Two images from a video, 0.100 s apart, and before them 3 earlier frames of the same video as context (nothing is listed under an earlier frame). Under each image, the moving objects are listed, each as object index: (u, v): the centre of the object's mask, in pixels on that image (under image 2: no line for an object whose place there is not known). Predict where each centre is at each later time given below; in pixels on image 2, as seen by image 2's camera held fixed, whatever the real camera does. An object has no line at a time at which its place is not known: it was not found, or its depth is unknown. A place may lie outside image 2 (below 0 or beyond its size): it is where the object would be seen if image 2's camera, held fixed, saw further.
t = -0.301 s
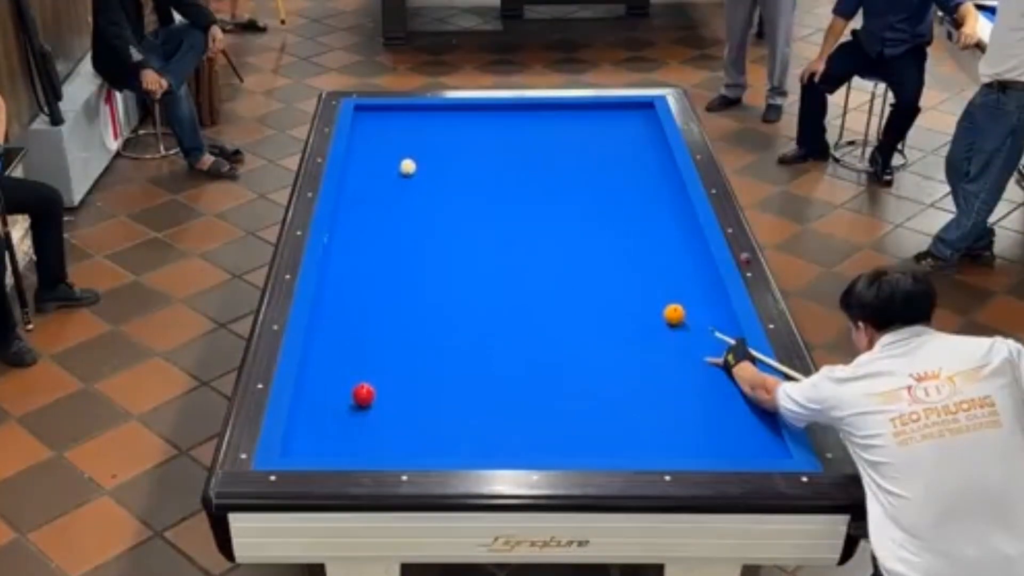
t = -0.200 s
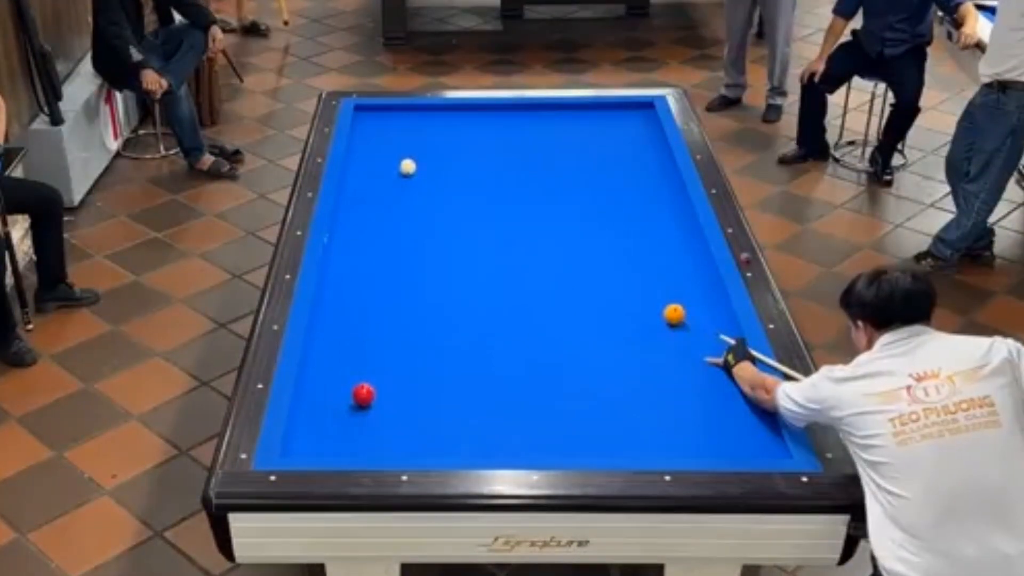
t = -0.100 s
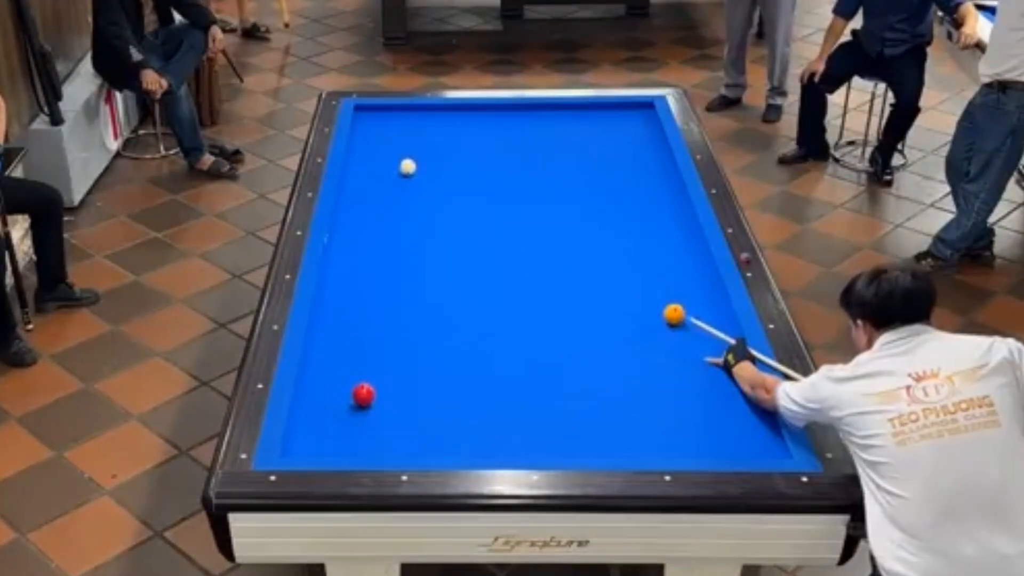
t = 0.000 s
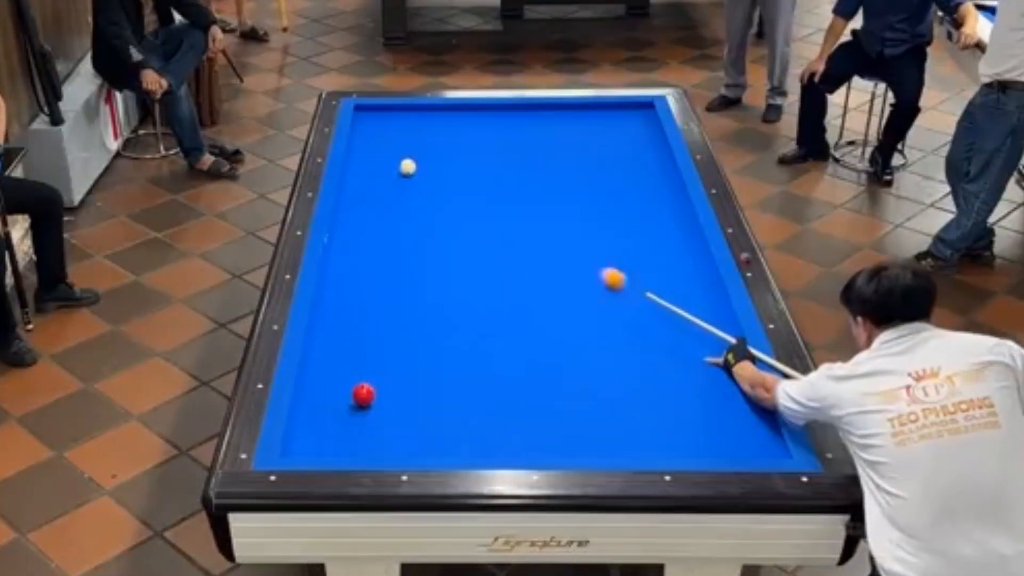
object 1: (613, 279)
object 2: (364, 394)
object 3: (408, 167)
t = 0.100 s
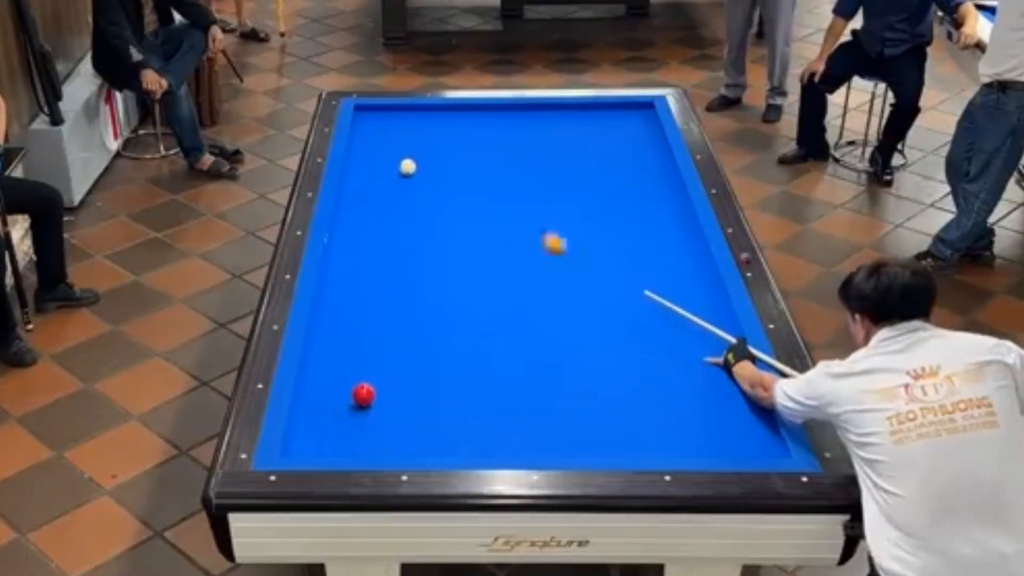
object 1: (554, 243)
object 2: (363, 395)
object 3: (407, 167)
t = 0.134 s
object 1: (536, 233)
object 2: (363, 395)
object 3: (408, 167)
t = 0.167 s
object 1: (517, 222)
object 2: (363, 395)
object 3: (408, 167)
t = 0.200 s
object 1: (502, 214)
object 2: (363, 395)
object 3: (407, 167)
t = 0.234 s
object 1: (485, 203)
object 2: (363, 395)
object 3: (407, 167)
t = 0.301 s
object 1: (454, 185)
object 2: (363, 395)
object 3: (407, 167)
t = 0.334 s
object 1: (438, 175)
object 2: (364, 394)
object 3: (407, 167)
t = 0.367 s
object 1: (425, 168)
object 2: (364, 394)
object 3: (407, 167)
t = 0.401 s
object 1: (426, 160)
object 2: (363, 395)
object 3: (393, 165)
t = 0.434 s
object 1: (427, 154)
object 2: (364, 394)
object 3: (377, 164)
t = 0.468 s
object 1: (428, 147)
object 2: (364, 394)
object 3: (363, 163)
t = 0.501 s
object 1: (429, 140)
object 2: (363, 395)
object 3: (350, 163)
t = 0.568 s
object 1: (428, 127)
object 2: (364, 394)
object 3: (368, 162)
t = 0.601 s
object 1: (427, 121)
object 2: (363, 395)
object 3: (378, 161)
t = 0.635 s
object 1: (425, 114)
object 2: (363, 394)
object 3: (387, 161)
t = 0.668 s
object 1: (424, 110)
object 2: (363, 395)
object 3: (395, 160)
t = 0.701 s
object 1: (422, 111)
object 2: (363, 395)
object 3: (403, 159)
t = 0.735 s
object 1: (420, 115)
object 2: (363, 394)
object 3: (411, 159)
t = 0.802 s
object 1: (417, 125)
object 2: (363, 395)
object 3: (427, 157)
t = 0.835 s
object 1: (416, 130)
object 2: (364, 394)
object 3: (435, 157)
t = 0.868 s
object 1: (414, 134)
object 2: (363, 395)
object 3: (443, 156)
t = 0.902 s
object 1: (412, 138)
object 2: (364, 394)
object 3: (451, 155)
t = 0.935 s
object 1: (409, 143)
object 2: (363, 394)
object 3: (459, 155)
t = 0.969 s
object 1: (408, 147)
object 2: (363, 394)
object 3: (467, 154)
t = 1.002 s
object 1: (406, 151)
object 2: (363, 394)
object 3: (474, 153)
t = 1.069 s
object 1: (403, 158)
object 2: (363, 394)
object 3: (490, 152)
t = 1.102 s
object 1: (401, 163)
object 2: (363, 394)
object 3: (498, 152)
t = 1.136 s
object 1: (399, 167)
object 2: (363, 394)
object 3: (506, 151)
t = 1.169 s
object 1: (397, 171)
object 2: (363, 394)
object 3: (513, 150)
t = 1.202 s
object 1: (396, 175)
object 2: (364, 394)
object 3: (521, 150)
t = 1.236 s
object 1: (393, 179)
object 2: (364, 394)
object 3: (529, 149)
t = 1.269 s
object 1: (391, 183)
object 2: (363, 394)
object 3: (537, 149)
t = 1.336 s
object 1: (387, 192)
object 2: (364, 394)
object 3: (551, 147)
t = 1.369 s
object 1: (385, 197)
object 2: (363, 394)
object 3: (559, 147)
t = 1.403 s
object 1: (382, 201)
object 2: (364, 394)
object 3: (567, 147)
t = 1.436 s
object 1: (381, 205)
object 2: (363, 394)
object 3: (574, 146)
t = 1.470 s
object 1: (379, 210)
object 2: (363, 394)
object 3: (581, 145)
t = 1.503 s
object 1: (376, 215)
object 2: (363, 395)
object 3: (589, 144)
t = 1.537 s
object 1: (374, 219)
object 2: (363, 394)
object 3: (597, 143)
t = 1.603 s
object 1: (370, 229)
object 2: (363, 394)
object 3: (612, 142)
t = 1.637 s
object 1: (367, 234)
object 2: (363, 394)
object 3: (619, 142)
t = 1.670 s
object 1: (365, 239)
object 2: (363, 394)
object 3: (626, 141)
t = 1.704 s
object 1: (362, 244)
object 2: (363, 395)
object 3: (633, 141)
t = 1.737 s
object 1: (360, 249)
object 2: (363, 394)
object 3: (641, 140)
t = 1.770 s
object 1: (357, 254)
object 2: (363, 395)
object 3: (648, 140)
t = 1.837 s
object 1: (352, 265)
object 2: (363, 395)
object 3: (657, 138)
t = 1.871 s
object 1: (350, 270)
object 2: (363, 395)
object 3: (652, 138)
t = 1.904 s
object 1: (347, 276)
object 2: (363, 394)
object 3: (646, 138)
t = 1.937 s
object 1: (344, 282)
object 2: (363, 394)
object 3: (641, 138)
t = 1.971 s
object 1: (341, 287)
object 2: (363, 395)
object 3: (637, 138)
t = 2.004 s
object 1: (338, 293)
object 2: (363, 394)
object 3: (633, 138)
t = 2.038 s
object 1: (336, 299)
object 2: (363, 394)
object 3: (629, 138)
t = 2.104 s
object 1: (330, 311)
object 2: (363, 394)
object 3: (621, 138)
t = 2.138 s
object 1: (326, 317)
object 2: (363, 394)
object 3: (618, 138)
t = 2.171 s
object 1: (324, 323)
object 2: (363, 394)
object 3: (613, 138)
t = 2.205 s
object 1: (321, 329)
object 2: (363, 394)
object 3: (609, 137)
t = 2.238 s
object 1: (318, 336)
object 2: (363, 394)
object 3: (605, 137)
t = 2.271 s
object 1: (314, 343)
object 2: (363, 394)
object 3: (602, 137)
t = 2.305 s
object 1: (312, 349)
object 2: (363, 394)
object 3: (598, 137)
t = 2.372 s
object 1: (312, 362)
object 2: (363, 394)
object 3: (590, 137)
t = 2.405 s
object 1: (312, 368)
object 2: (363, 394)
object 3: (586, 137)
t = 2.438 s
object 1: (312, 375)
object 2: (363, 394)
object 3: (582, 137)
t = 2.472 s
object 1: (312, 382)
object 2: (363, 395)
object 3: (578, 137)
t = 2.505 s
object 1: (312, 388)
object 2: (363, 394)
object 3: (574, 137)
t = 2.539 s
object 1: (312, 395)
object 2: (363, 394)
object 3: (571, 136)
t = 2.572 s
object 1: (312, 402)
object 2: (363, 394)
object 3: (567, 136)
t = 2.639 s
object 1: (311, 417)
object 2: (363, 394)
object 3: (559, 136)
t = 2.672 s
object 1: (311, 424)
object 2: (363, 394)
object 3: (556, 136)
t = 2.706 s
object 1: (311, 432)
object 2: (363, 394)
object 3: (552, 136)
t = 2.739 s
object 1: (311, 439)
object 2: (363, 394)
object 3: (548, 136)
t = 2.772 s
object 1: (311, 445)
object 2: (363, 394)
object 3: (545, 136)
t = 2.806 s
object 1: (311, 450)
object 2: (363, 394)
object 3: (541, 135)
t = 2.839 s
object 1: (314, 446)
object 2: (363, 394)
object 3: (537, 135)
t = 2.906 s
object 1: (320, 438)
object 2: (363, 394)
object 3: (530, 135)
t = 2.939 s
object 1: (323, 433)
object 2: (363, 394)
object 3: (527, 135)
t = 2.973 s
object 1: (325, 429)
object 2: (363, 394)
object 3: (523, 135)
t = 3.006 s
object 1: (328, 425)
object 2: (363, 394)
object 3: (520, 135)
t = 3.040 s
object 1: (331, 421)
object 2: (363, 394)
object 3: (516, 135)
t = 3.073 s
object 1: (333, 417)
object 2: (363, 394)
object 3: (512, 134)
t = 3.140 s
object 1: (338, 409)
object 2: (364, 394)
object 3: (506, 134)
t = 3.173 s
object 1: (341, 405)
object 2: (364, 395)
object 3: (502, 134)
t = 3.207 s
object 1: (342, 402)
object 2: (365, 394)
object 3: (499, 134)
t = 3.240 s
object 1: (341, 400)
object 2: (369, 393)
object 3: (496, 134)
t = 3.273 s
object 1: (339, 397)
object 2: (371, 391)
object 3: (492, 133)
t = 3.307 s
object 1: (339, 395)
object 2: (374, 390)
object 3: (489, 133)
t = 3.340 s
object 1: (338, 392)
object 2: (377, 389)
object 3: (485, 133)
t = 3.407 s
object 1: (336, 388)
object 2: (382, 387)
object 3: (479, 133)
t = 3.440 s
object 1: (335, 385)
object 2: (384, 385)
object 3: (475, 133)
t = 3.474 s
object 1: (334, 383)
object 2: (387, 385)
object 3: (472, 133)
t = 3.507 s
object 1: (333, 381)
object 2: (390, 384)
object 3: (468, 133)
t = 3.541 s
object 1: (332, 379)
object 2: (392, 383)
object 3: (465, 133)
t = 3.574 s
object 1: (331, 376)
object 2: (395, 382)
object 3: (462, 132)
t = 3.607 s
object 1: (330, 374)
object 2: (397, 381)
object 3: (459, 132)
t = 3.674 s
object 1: (329, 370)
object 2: (402, 380)
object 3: (452, 132)
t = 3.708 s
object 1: (327, 368)
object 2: (405, 379)
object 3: (449, 132)
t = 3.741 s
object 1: (326, 366)
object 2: (406, 378)
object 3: (446, 132)
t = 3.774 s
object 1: (326, 364)
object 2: (409, 377)
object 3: (442, 132)
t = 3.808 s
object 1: (324, 362)
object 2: (412, 376)
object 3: (440, 131)
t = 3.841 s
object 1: (324, 360)
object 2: (414, 376)
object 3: (437, 132)
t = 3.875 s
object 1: (323, 358)
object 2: (416, 375)
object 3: (433, 131)
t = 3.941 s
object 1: (322, 354)
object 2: (421, 373)
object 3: (427, 131)
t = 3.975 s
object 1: (321, 352)
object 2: (423, 372)
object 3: (424, 131)
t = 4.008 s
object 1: (320, 350)
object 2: (425, 371)
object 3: (421, 131)
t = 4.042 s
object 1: (319, 348)
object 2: (428, 370)
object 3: (418, 131)
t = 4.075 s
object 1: (318, 346)
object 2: (430, 369)
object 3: (415, 131)
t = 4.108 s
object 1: (318, 344)
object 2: (432, 369)
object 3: (412, 131)
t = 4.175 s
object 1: (316, 340)
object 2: (436, 367)
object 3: (406, 131)
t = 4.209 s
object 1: (315, 338)
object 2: (438, 366)
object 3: (403, 131)
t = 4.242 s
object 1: (315, 337)
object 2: (440, 365)
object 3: (400, 130)
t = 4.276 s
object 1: (315, 335)
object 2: (442, 364)
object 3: (397, 130)
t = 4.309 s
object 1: (316, 333)
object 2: (444, 363)
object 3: (394, 130)
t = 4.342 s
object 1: (317, 332)
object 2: (447, 362)
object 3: (391, 130)
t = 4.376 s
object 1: (318, 330)
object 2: (448, 362)
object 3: (388, 130)
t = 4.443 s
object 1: (320, 327)
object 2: (452, 361)
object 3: (383, 130)
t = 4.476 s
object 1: (320, 326)
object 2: (454, 360)
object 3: (380, 130)
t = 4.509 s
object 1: (322, 324)
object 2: (456, 359)
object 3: (377, 130)
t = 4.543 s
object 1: (323, 323)
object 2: (459, 359)
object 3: (374, 129)
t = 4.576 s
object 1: (323, 321)
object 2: (461, 358)
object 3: (371, 129)
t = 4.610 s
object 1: (324, 320)
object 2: (462, 357)
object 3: (369, 129)
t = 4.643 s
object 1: (325, 319)
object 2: (464, 357)
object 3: (366, 129)
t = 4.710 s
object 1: (327, 316)
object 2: (468, 355)
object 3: (360, 129)
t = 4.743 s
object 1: (328, 314)
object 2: (470, 355)
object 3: (357, 129)
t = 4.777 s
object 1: (329, 313)
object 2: (472, 354)
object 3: (357, 129)
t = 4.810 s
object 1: (329, 312)
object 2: (473, 353)
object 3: (359, 129)
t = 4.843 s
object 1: (330, 310)
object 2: (475, 352)
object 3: (361, 129)
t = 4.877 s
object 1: (331, 309)
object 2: (477, 352)
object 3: (362, 129)
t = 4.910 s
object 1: (332, 308)
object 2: (479, 351)
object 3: (364, 129)
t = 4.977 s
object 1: (334, 305)
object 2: (482, 349)
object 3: (367, 129)
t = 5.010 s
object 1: (334, 304)
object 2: (484, 349)
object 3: (369, 129)
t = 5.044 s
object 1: (335, 303)
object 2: (485, 348)
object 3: (370, 129)
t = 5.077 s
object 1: (336, 301)
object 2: (487, 348)
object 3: (371, 129)
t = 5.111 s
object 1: (336, 300)
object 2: (489, 347)
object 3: (373, 129)
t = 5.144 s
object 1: (337, 299)
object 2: (490, 347)
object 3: (374, 128)
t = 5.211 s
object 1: (339, 296)
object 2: (493, 346)
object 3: (377, 128)
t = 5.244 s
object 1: (340, 295)
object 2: (495, 345)
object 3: (379, 128)
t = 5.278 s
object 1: (341, 294)
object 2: (497, 345)
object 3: (380, 128)
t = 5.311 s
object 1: (341, 293)
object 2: (498, 344)
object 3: (382, 128)
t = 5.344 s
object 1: (342, 292)
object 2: (500, 343)
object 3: (383, 128)
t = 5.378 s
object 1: (343, 291)
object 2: (501, 343)
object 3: (384, 128)
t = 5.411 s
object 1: (343, 290)
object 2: (503, 342)
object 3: (385, 128)
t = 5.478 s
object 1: (345, 287)
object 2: (506, 341)
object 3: (388, 128)
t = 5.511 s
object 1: (346, 286)
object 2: (507, 340)
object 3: (390, 128)
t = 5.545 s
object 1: (346, 285)
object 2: (509, 340)
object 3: (391, 128)
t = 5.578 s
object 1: (347, 284)
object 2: (510, 339)
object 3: (392, 128)
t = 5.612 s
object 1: (347, 283)
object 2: (512, 339)
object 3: (393, 128)
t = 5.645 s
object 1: (348, 282)
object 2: (513, 338)
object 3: (395, 127)
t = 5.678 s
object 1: (349, 281)
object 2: (515, 338)
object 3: (396, 127)
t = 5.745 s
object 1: (350, 279)
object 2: (517, 336)
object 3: (399, 127)
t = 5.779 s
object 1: (351, 278)
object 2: (519, 336)
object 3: (400, 127)
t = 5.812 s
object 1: (351, 277)
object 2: (520, 336)
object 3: (401, 127)
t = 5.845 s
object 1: (352, 276)
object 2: (521, 335)
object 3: (402, 127)
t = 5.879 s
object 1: (353, 275)
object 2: (522, 335)
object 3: (404, 127)
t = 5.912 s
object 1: (353, 274)
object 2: (523, 335)
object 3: (405, 127)
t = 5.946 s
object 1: (354, 273)
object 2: (525, 334)
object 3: (406, 127)
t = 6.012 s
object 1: (355, 271)
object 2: (527, 334)
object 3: (408, 127)
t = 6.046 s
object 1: (355, 270)
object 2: (528, 333)
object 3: (409, 127)
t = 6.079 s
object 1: (356, 269)
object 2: (529, 332)
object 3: (410, 127)
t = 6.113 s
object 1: (357, 268)
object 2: (531, 332)
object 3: (411, 127)
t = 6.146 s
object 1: (357, 267)
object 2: (532, 331)
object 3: (413, 127)
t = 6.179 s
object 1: (358, 267)
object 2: (533, 331)
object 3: (414, 127)
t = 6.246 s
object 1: (359, 265)
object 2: (535, 330)
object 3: (416, 127)
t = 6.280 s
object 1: (360, 264)
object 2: (536, 329)
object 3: (417, 127)
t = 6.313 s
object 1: (360, 263)
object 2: (537, 329)
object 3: (417, 127)
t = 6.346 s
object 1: (360, 262)
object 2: (539, 329)
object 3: (419, 127)
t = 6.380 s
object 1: (361, 261)
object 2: (540, 328)
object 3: (420, 127)
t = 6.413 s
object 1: (362, 261)
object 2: (541, 328)
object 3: (421, 127)
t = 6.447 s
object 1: (362, 260)
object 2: (542, 328)
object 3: (422, 127)
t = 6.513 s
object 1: (363, 258)
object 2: (544, 327)
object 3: (424, 126)
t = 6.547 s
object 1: (364, 257)
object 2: (545, 327)
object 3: (425, 126)
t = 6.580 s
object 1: (364, 256)
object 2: (546, 326)
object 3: (426, 126)
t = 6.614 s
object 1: (364, 256)
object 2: (547, 326)
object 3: (427, 126)
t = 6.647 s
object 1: (365, 255)
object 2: (548, 325)
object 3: (427, 126)
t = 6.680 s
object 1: (365, 255)
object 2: (549, 325)
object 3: (429, 126)
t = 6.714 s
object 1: (366, 254)
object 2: (549, 325)
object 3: (429, 126)
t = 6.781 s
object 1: (367, 252)
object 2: (551, 324)
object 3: (431, 126)
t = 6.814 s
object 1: (367, 252)
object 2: (552, 324)
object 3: (432, 126)
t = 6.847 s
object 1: (368, 251)
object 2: (553, 324)
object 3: (433, 126)
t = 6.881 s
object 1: (368, 250)
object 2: (553, 323)
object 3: (434, 126)
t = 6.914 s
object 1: (369, 250)
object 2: (554, 323)
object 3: (434, 126)
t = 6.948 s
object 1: (369, 249)
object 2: (555, 323)
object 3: (435, 126)
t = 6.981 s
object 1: (369, 248)
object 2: (556, 323)
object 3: (436, 126)
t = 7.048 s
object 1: (370, 247)
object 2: (557, 322)
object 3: (437, 126)
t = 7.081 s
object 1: (370, 246)
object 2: (558, 322)
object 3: (438, 126)
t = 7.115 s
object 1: (371, 245)
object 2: (558, 322)
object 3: (439, 126)
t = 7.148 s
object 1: (371, 245)
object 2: (559, 321)
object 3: (439, 126)
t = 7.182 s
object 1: (371, 245)
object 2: (559, 321)
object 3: (440, 126)
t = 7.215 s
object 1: (372, 244)
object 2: (560, 321)
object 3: (441, 126)
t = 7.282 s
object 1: (373, 243)
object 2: (562, 320)
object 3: (442, 126)
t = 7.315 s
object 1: (373, 242)
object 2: (563, 320)
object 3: (443, 125)
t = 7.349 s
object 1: (374, 241)
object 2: (563, 319)
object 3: (443, 125)
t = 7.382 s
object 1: (374, 241)
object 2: (564, 319)
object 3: (444, 125)
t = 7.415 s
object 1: (374, 240)
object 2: (565, 319)
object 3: (444, 125)
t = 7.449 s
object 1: (375, 240)
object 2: (565, 319)
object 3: (445, 125)
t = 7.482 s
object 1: (375, 239)
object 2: (566, 318)
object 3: (446, 125)
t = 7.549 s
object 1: (376, 238)
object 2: (566, 318)
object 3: (447, 125)
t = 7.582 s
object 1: (376, 237)
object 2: (567, 318)
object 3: (448, 125)
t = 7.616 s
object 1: (376, 237)
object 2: (567, 317)
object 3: (448, 125)
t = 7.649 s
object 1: (377, 236)
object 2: (568, 317)
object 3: (449, 125)
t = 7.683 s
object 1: (377, 236)
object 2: (569, 317)
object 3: (449, 125)
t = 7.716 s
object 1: (377, 236)
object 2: (569, 317)
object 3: (450, 125)
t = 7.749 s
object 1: (377, 235)
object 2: (570, 317)
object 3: (450, 125)
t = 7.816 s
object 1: (378, 234)
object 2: (571, 317)
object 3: (451, 125)
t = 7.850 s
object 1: (378, 234)
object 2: (571, 317)
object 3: (451, 125)
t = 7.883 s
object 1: (379, 233)
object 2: (571, 316)
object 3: (451, 125)
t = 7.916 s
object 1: (379, 233)
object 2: (571, 316)
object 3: (452, 125)
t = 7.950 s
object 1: (379, 232)
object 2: (572, 316)
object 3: (452, 125)
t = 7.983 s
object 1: (379, 232)
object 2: (572, 316)
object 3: (452, 125)
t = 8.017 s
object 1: (380, 232)
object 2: (573, 316)
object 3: (453, 125)
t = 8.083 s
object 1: (380, 231)
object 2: (573, 315)
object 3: (454, 125)
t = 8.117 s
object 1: (380, 231)
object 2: (573, 315)
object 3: (454, 125)
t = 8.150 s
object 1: (381, 230)
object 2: (573, 315)
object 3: (454, 125)
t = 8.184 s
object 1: (381, 230)
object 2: (574, 315)
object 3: (455, 125)
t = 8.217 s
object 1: (381, 229)
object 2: (574, 315)
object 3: (455, 125)
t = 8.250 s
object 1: (381, 229)
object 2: (574, 315)
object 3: (455, 125)
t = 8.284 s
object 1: (382, 229)
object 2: (574, 315)
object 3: (455, 125)
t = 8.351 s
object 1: (382, 228)
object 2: (575, 315)
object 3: (456, 125)
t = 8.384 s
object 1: (382, 228)
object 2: (575, 315)
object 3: (456, 125)
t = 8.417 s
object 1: (382, 227)
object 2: (575, 315)
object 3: (456, 125)
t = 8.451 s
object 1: (382, 227)
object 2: (575, 315)
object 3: (456, 125)
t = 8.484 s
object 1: (383, 227)
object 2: (576, 314)
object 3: (457, 125)
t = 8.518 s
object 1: (383, 226)
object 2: (576, 313)
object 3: (457, 125)
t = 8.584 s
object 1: (383, 225)
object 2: (576, 313)
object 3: (457, 125)
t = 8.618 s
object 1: (383, 225)
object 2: (576, 313)
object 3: (458, 125)
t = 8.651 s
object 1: (383, 225)
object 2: (576, 313)
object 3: (458, 125)
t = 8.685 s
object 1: (383, 225)
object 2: (576, 313)
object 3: (458, 125)
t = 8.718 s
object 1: (384, 224)
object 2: (576, 313)
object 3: (458, 125)
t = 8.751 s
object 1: (384, 224)
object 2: (576, 313)
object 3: (458, 125)
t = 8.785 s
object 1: (384, 223)
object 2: (576, 313)
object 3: (458, 125)
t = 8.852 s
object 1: (384, 223)
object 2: (576, 313)
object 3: (458, 125)
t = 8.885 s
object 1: (385, 223)
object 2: (576, 313)
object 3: (458, 125)
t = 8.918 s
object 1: (385, 223)
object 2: (576, 313)
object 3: (458, 125)
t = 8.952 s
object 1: (385, 223)
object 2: (576, 313)
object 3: (458, 125)
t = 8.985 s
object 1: (385, 222)
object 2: (576, 313)
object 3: (458, 125)
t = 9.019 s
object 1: (385, 222)
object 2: (576, 312)
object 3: (458, 125)
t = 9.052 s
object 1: (385, 222)
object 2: (576, 313)
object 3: (458, 125)
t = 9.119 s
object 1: (385, 221)
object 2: (576, 313)
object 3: (458, 125)
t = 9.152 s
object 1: (385, 221)
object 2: (576, 312)
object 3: (458, 125)
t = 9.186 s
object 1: (385, 221)
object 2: (576, 313)
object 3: (458, 125)
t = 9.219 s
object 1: (385, 221)
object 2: (576, 312)
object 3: (458, 125)
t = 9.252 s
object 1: (385, 221)
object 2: (576, 312)
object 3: (458, 125)
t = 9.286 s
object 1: (385, 221)
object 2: (576, 312)
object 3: (458, 125)
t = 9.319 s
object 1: (386, 220)
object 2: (576, 312)
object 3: (458, 125)
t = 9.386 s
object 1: (386, 220)
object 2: (576, 312)
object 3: (458, 125)
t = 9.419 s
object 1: (386, 220)
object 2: (576, 312)
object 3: (458, 125)
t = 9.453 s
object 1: (386, 220)
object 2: (576, 312)
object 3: (458, 125)
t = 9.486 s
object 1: (386, 220)
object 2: (576, 312)
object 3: (458, 125)
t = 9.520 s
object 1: (386, 219)
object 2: (576, 312)
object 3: (458, 125)
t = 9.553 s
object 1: (386, 219)
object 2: (576, 313)
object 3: (458, 125)
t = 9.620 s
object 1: (386, 219)
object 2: (576, 313)
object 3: (458, 125)
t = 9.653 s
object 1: (386, 219)
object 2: (576, 312)
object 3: (458, 125)
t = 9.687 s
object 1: (386, 219)
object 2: (576, 313)
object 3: (458, 125)
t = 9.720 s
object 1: (387, 219)
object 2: (576, 313)
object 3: (458, 125)
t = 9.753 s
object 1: (387, 219)
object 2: (576, 312)
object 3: (458, 125)
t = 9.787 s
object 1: (387, 219)
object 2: (576, 313)
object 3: (458, 125)
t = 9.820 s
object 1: (387, 219)
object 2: (576, 313)
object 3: (458, 125)
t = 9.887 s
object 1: (387, 219)
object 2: (576, 312)
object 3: (458, 125)
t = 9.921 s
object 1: (387, 219)
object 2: (576, 313)
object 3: (458, 125)
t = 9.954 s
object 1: (387, 219)
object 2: (576, 313)
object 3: (458, 125)
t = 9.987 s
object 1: (387, 219)
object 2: (576, 312)
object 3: (458, 125)
